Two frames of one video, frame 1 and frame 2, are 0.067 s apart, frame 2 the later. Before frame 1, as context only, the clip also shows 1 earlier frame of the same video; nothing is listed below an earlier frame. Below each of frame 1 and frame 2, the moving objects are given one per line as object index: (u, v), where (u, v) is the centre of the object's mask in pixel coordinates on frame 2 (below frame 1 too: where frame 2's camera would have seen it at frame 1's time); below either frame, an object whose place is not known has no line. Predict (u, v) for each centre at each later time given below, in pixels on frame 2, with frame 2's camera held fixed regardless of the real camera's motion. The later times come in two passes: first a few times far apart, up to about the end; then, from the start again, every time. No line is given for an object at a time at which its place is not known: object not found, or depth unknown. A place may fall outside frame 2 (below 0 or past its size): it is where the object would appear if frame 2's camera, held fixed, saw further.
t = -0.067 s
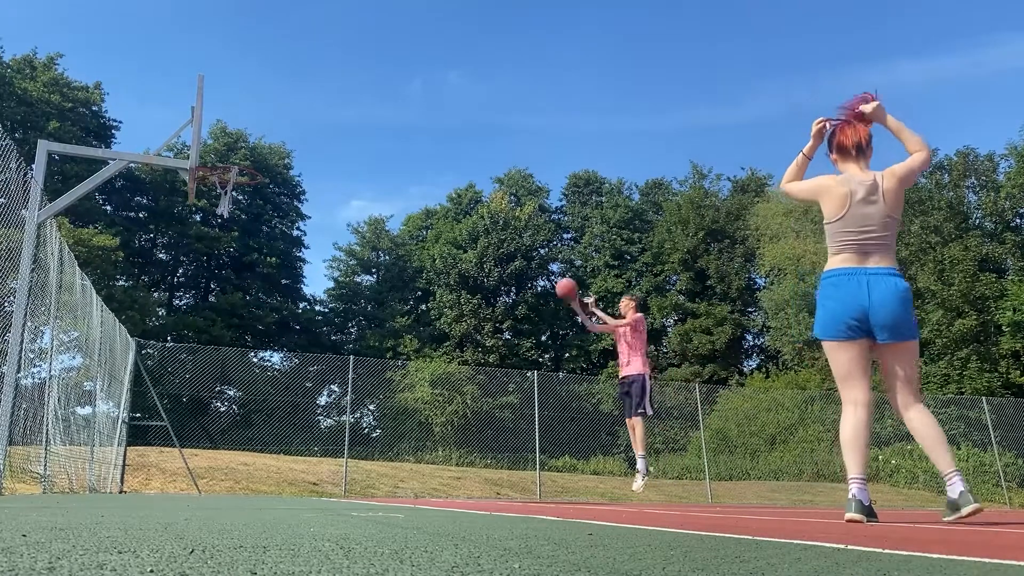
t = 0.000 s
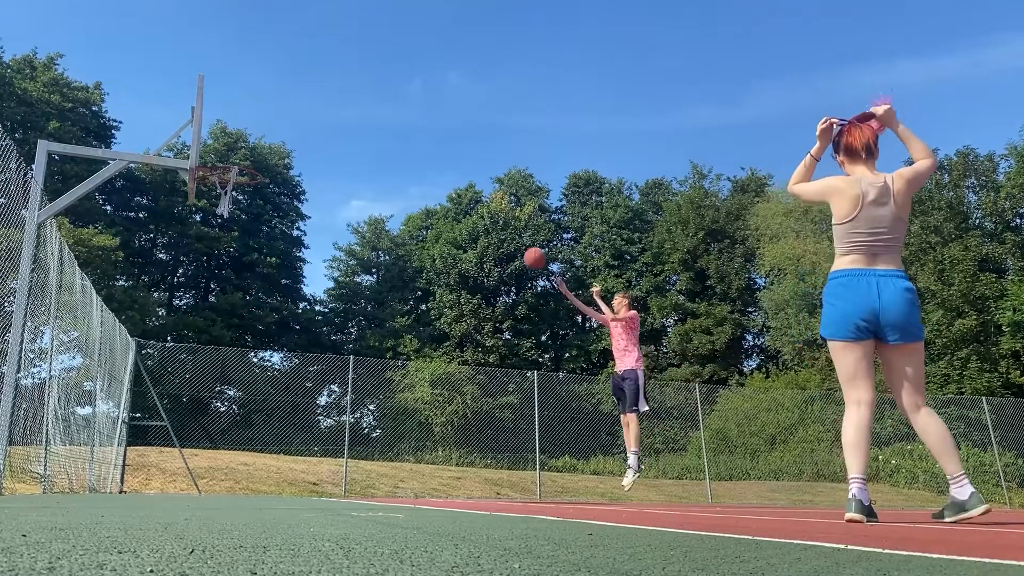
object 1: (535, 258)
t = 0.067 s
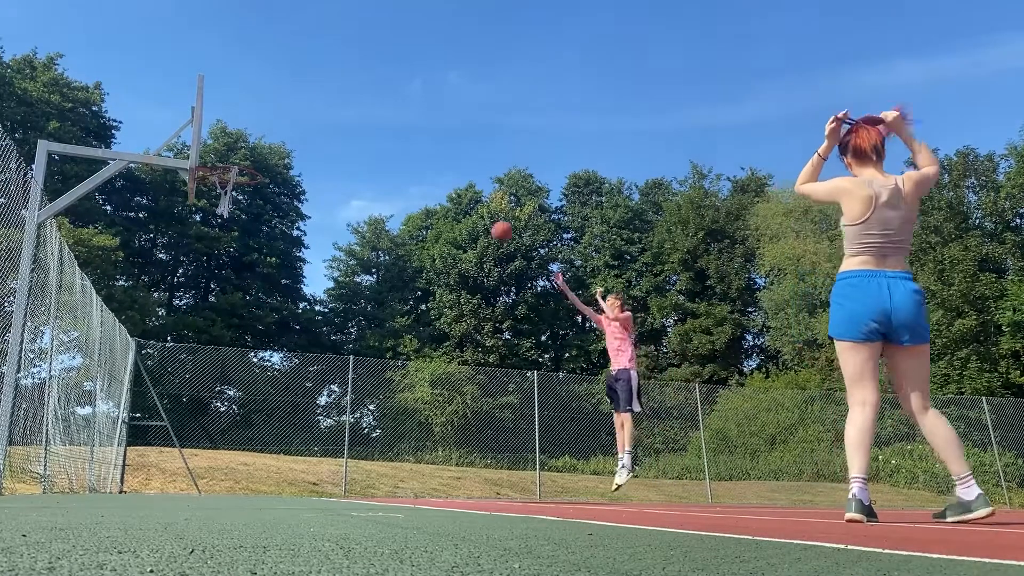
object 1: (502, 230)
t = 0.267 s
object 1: (404, 174)
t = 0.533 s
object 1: (263, 150)
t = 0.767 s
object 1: (252, 153)
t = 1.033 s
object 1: (336, 183)
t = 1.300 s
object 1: (411, 277)
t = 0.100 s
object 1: (486, 219)
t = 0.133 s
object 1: (469, 209)
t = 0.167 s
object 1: (453, 197)
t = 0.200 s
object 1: (438, 189)
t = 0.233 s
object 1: (421, 181)
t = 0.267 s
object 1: (404, 174)
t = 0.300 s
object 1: (387, 168)
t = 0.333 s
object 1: (370, 162)
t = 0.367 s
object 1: (353, 158)
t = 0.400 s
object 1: (335, 154)
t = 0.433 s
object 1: (318, 151)
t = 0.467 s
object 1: (300, 150)
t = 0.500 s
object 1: (281, 149)
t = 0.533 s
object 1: (263, 150)
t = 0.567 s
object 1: (244, 152)
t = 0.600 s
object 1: (226, 155)
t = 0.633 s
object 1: (209, 156)
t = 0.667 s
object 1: (217, 161)
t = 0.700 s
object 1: (232, 155)
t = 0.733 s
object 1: (241, 155)
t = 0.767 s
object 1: (252, 153)
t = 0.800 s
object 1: (263, 155)
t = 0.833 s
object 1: (275, 154)
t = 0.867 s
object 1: (285, 157)
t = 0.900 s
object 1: (295, 160)
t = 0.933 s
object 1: (306, 165)
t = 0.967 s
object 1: (317, 170)
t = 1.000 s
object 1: (326, 176)
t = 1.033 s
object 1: (336, 183)
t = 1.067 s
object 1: (347, 191)
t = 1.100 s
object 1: (357, 200)
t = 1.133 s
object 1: (366, 211)
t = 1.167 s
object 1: (376, 223)
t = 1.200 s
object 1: (385, 235)
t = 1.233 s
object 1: (393, 247)
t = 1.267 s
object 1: (402, 262)
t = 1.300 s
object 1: (411, 277)
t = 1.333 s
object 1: (421, 293)
